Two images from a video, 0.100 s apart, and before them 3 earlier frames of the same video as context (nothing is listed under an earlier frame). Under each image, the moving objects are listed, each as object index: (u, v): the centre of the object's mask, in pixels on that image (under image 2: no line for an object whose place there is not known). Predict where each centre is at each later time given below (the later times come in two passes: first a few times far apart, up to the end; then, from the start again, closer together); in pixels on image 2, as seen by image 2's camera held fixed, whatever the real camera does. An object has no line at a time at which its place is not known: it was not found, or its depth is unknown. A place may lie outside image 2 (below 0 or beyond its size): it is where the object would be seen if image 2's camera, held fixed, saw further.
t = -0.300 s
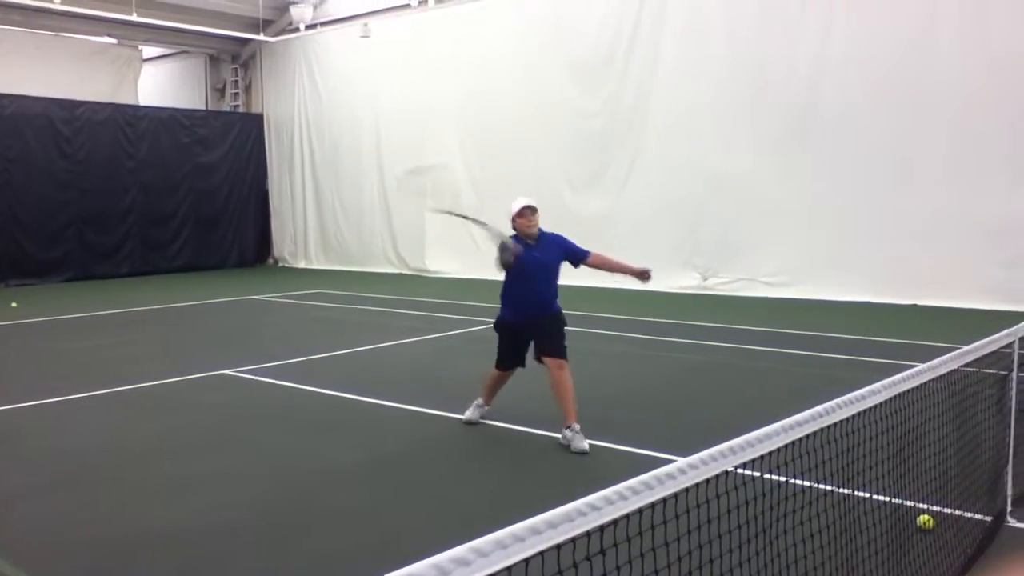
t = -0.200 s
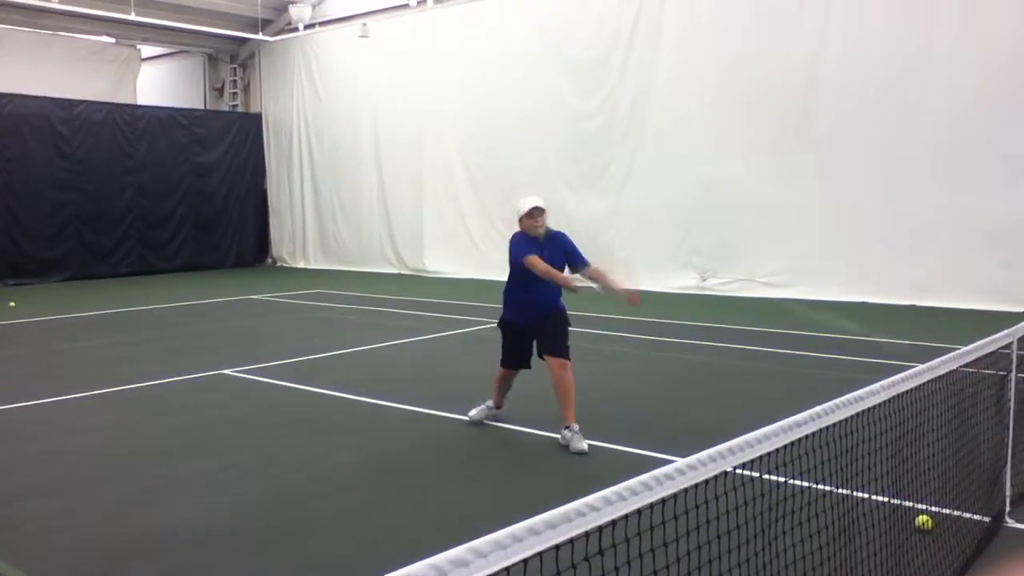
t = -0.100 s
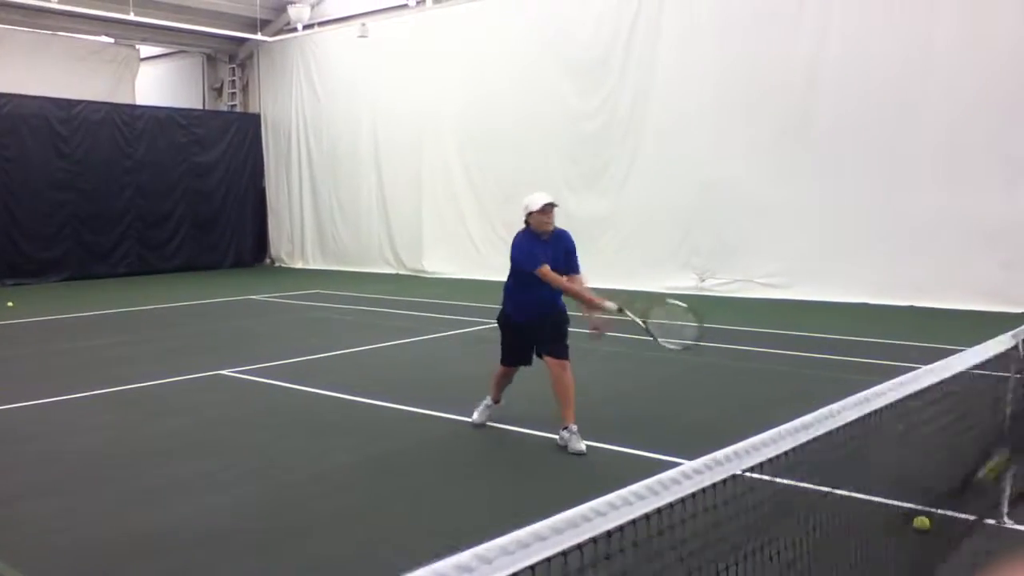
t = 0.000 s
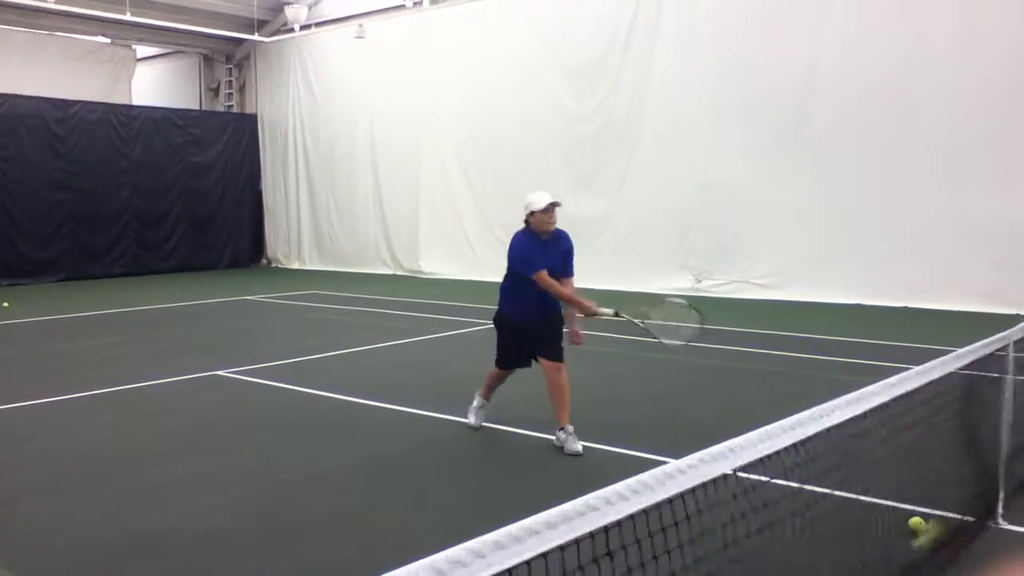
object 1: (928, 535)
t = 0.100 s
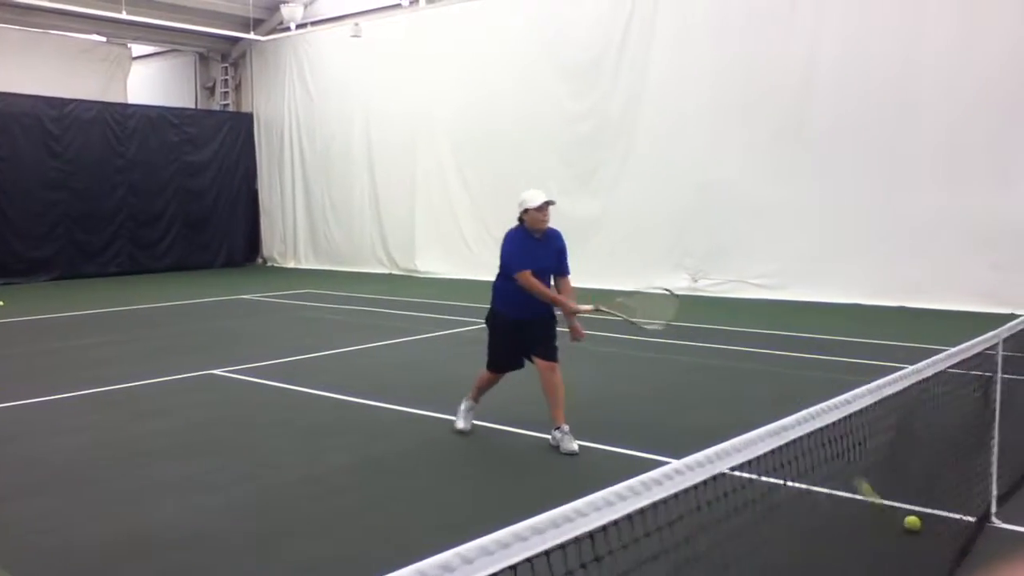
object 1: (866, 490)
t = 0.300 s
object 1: (768, 410)
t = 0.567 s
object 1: (661, 433)
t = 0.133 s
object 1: (849, 472)
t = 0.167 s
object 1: (833, 454)
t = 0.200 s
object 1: (815, 439)
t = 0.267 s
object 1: (778, 413)
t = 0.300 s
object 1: (768, 410)
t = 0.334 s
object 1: (753, 406)
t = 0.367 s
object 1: (739, 404)
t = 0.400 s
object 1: (725, 404)
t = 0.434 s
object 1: (711, 406)
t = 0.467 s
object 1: (698, 410)
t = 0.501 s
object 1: (686, 415)
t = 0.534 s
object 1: (673, 423)
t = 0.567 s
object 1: (661, 433)
